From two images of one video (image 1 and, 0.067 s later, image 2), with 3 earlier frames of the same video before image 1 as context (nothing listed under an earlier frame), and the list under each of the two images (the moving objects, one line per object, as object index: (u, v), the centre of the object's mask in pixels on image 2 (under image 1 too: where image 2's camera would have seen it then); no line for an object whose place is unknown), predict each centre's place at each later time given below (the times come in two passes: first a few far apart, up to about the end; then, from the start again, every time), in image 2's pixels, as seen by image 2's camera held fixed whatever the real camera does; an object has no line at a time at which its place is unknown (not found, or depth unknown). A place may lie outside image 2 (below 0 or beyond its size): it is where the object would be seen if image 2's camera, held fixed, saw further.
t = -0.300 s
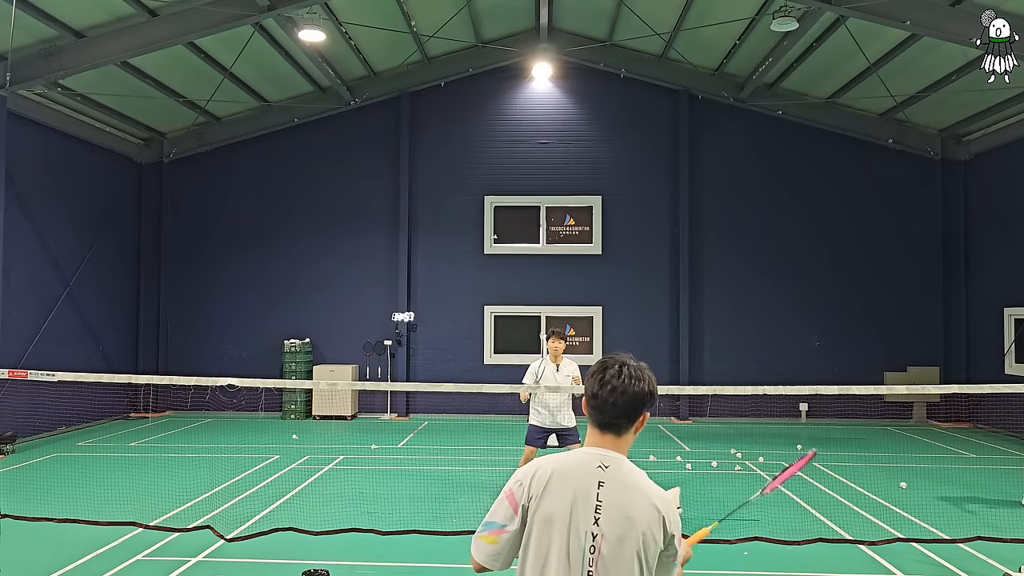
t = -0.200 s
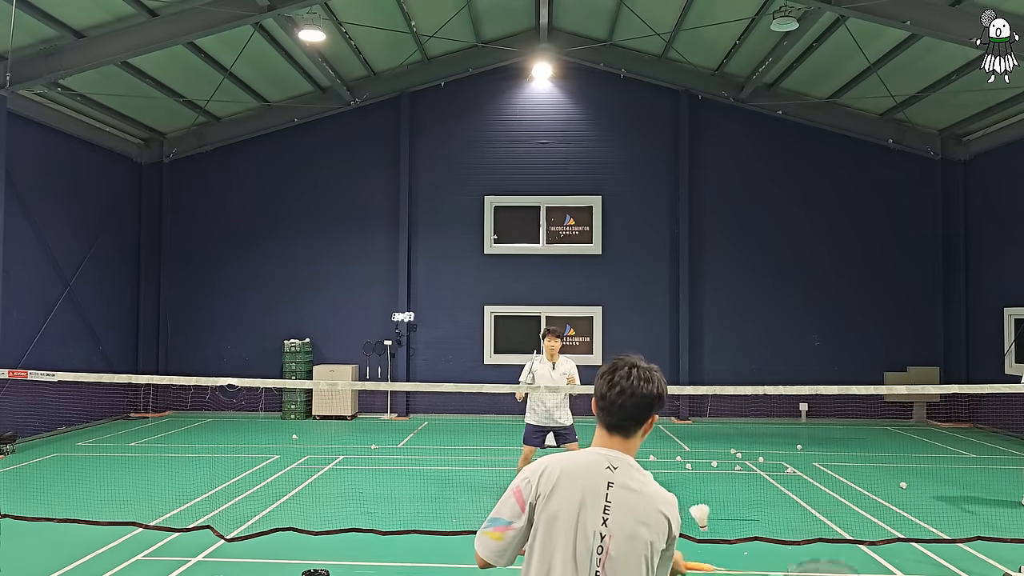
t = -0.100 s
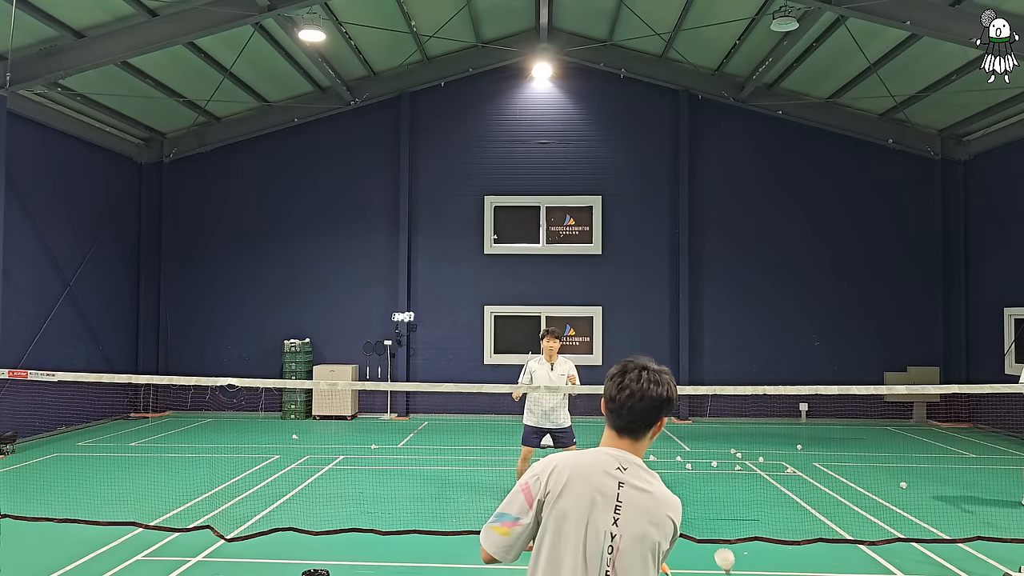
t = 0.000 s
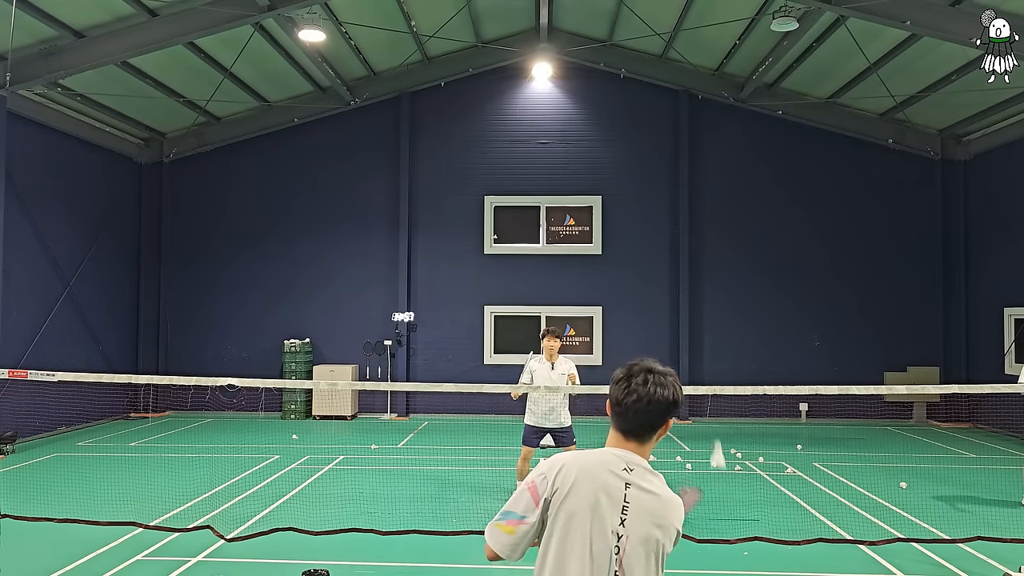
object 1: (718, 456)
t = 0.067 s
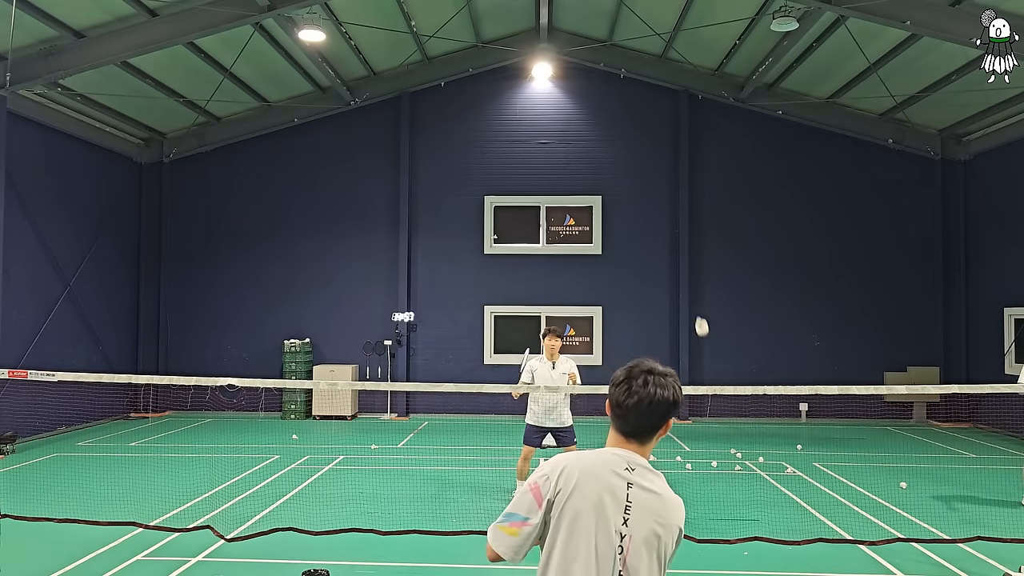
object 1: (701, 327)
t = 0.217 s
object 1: (679, 213)
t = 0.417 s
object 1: (665, 178)
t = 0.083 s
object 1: (697, 306)
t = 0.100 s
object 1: (693, 289)
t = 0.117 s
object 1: (690, 273)
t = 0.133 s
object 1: (688, 259)
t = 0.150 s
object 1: (686, 247)
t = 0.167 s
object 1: (684, 237)
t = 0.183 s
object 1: (682, 228)
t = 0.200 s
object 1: (681, 220)
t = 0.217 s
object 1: (679, 213)
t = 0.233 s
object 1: (677, 206)
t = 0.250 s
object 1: (676, 201)
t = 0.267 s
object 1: (675, 196)
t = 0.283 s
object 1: (673, 192)
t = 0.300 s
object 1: (672, 188)
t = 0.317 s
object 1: (671, 185)
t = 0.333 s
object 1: (670, 183)
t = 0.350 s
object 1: (669, 181)
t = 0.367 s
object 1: (668, 179)
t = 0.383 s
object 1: (666, 178)
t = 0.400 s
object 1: (666, 178)
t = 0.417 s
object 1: (665, 178)
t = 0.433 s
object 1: (664, 178)
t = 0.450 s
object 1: (663, 178)
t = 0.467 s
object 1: (663, 178)
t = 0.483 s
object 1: (662, 179)
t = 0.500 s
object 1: (662, 180)
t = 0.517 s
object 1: (661, 181)
